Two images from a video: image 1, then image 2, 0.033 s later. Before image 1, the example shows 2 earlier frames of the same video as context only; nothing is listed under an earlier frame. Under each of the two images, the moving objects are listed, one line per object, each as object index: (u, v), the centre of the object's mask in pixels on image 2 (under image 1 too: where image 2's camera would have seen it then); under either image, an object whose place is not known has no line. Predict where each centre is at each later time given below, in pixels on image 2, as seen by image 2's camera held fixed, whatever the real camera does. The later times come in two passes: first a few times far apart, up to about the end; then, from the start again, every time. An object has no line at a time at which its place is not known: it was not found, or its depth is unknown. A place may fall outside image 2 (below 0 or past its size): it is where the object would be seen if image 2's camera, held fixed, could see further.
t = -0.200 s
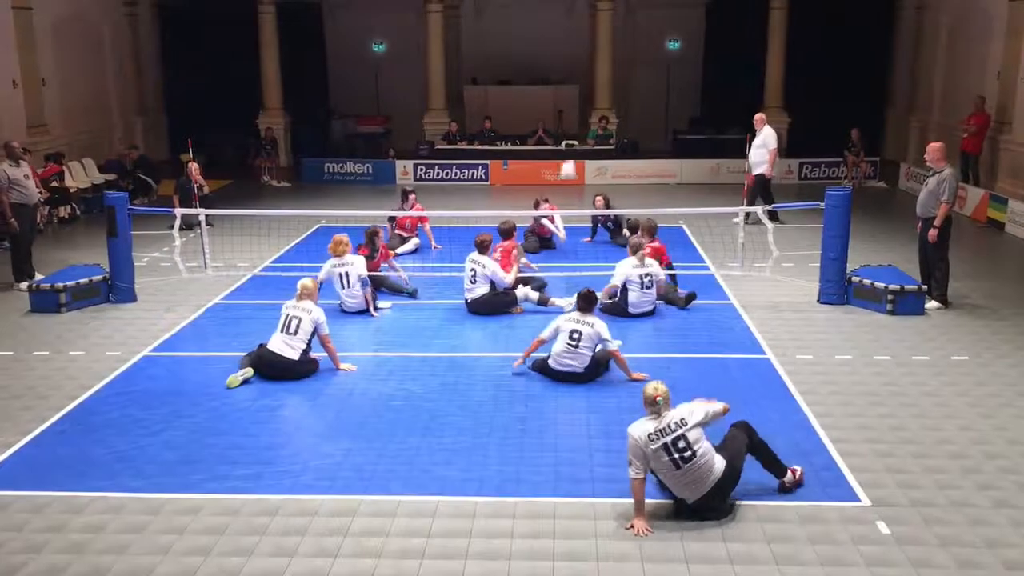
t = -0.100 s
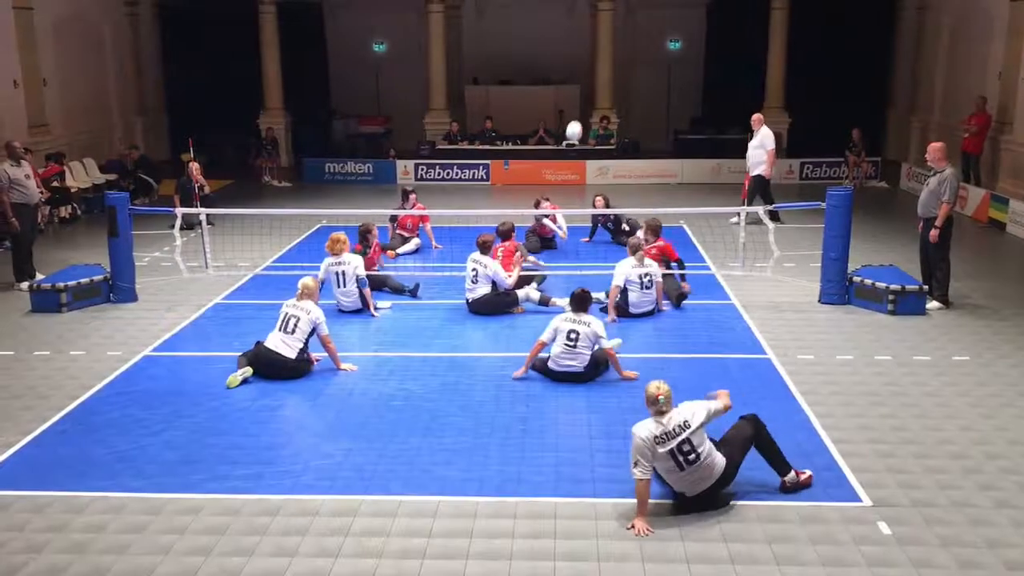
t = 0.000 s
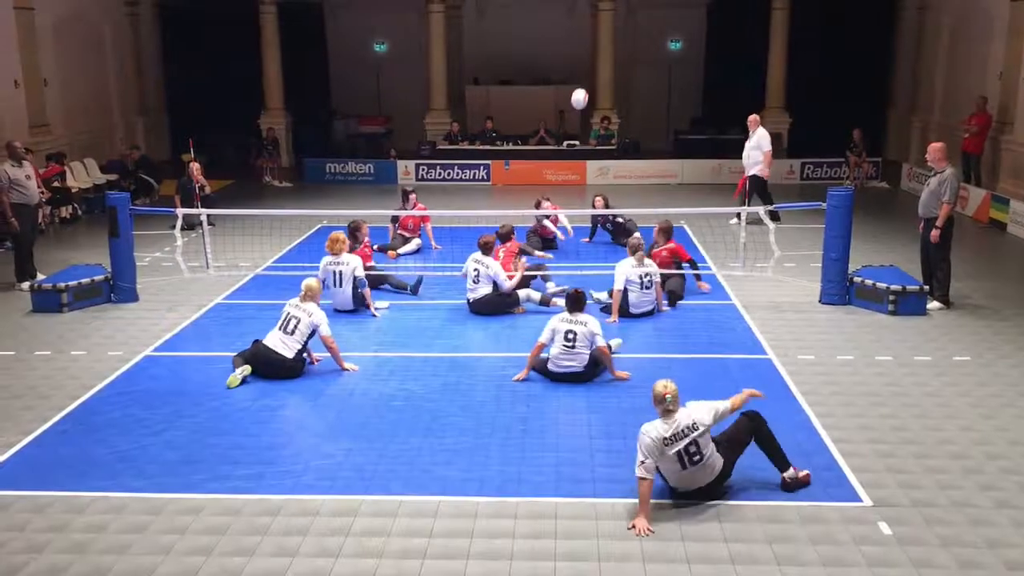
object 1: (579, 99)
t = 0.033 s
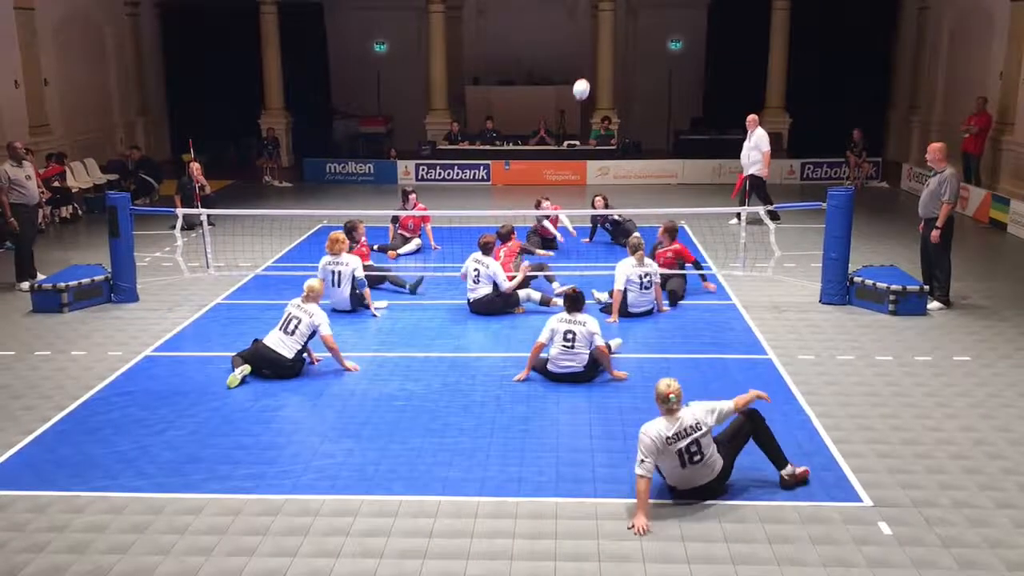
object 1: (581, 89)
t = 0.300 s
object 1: (593, 42)
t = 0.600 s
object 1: (607, 56)
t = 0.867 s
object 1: (618, 129)
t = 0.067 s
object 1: (582, 80)
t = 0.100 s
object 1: (584, 72)
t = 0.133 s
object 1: (585, 65)
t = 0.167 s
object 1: (587, 59)
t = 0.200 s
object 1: (589, 54)
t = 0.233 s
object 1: (590, 49)
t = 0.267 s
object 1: (592, 45)
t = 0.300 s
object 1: (593, 42)
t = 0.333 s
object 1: (595, 40)
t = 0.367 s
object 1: (596, 39)
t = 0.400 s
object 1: (598, 38)
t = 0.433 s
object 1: (599, 39)
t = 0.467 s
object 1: (601, 40)
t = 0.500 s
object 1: (603, 43)
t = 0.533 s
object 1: (604, 46)
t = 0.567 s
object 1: (606, 50)
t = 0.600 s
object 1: (607, 56)
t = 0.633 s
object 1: (608, 62)
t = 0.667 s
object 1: (609, 68)
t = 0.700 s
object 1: (611, 77)
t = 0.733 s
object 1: (613, 85)
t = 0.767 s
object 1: (614, 95)
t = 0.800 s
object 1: (615, 106)
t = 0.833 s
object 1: (617, 117)
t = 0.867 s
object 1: (618, 129)
